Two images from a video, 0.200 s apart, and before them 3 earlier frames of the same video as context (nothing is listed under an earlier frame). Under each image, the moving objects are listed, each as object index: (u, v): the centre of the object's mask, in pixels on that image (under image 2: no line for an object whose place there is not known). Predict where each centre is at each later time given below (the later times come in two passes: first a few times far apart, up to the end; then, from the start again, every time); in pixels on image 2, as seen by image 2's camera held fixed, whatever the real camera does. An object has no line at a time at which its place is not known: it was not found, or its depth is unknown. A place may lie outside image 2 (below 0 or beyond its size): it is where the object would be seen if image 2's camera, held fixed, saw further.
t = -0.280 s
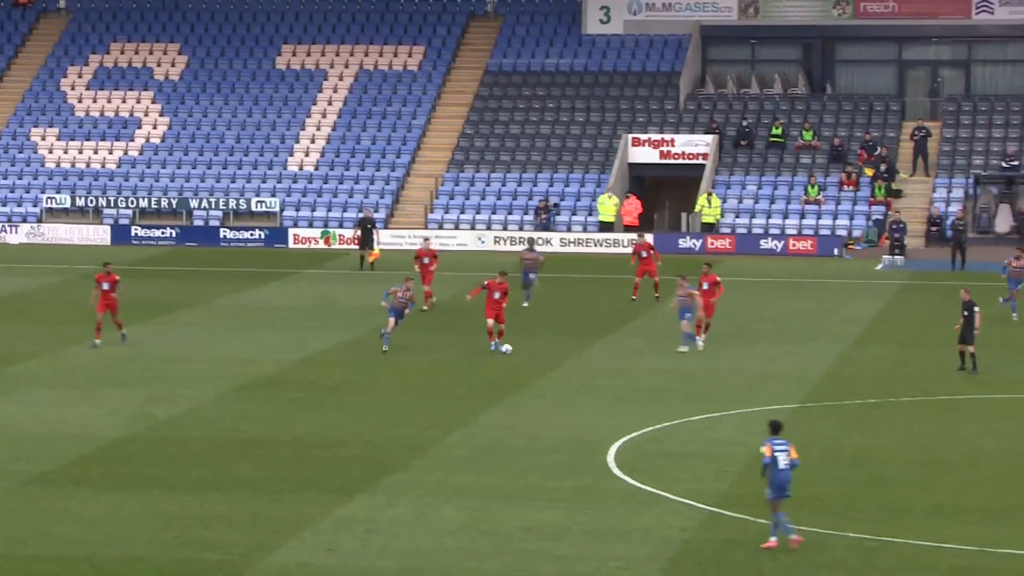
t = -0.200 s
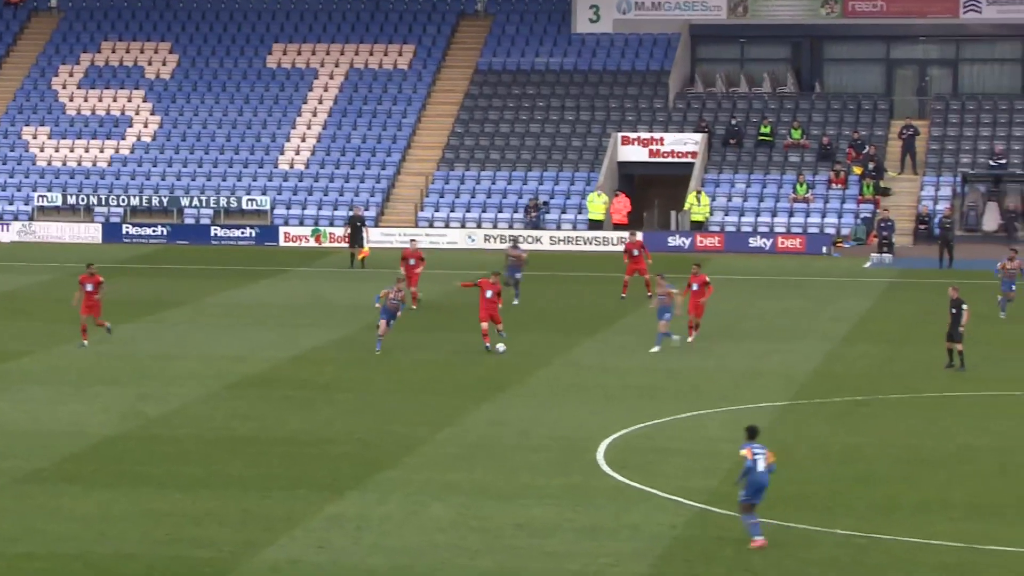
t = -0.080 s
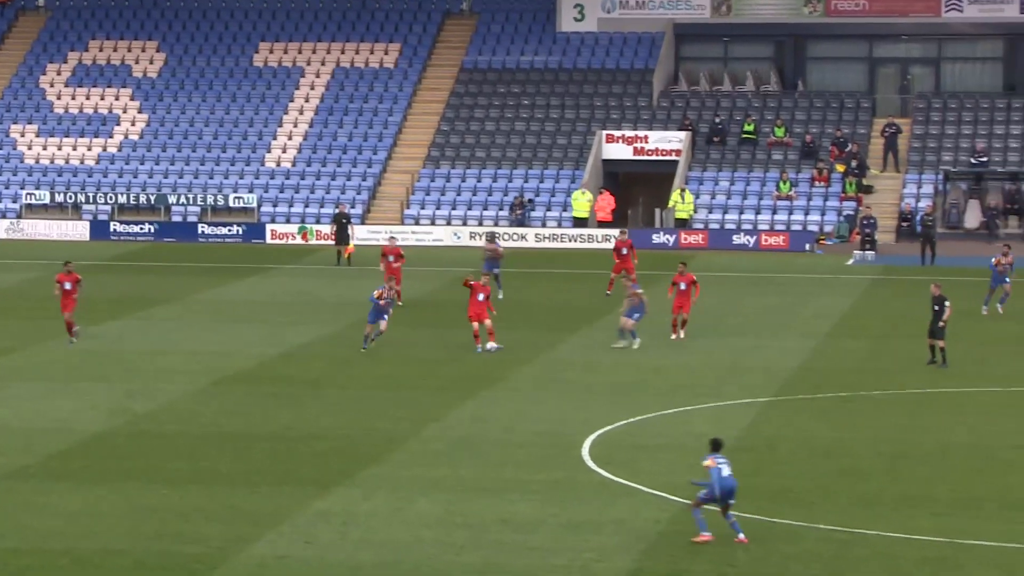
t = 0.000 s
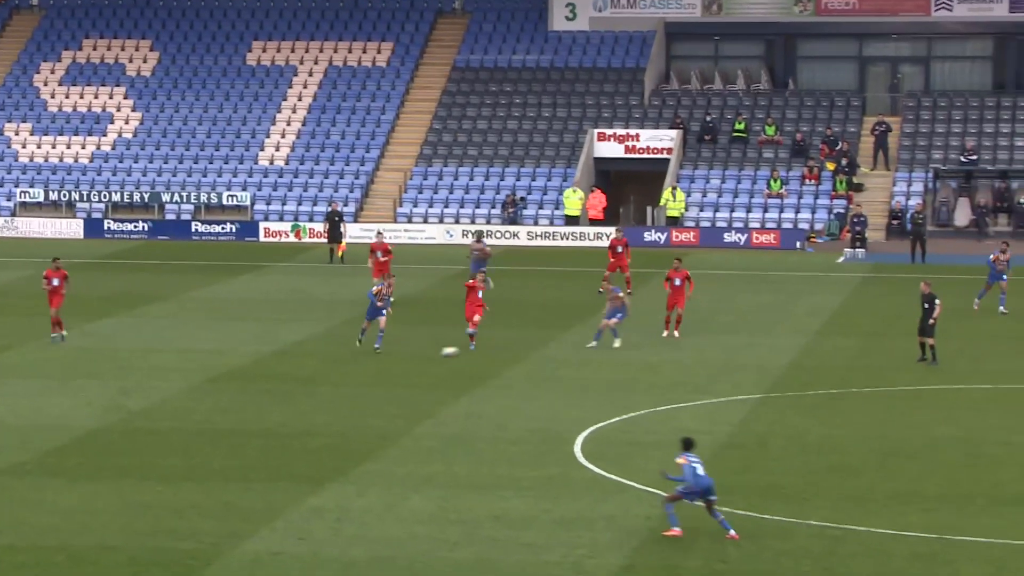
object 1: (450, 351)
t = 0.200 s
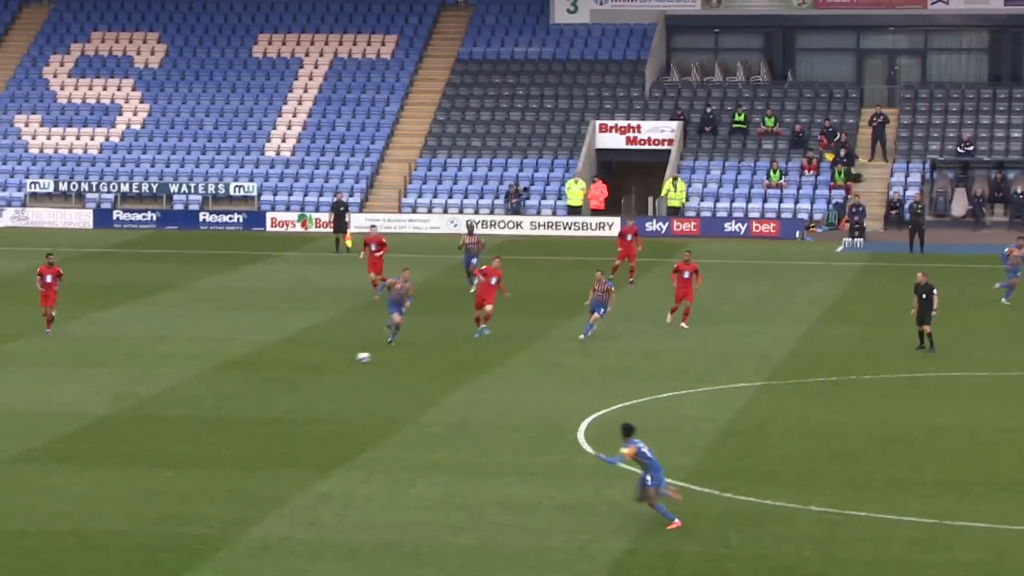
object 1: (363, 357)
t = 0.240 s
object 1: (345, 361)
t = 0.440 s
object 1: (258, 379)
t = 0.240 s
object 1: (345, 361)
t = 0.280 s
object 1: (328, 365)
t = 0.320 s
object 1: (310, 368)
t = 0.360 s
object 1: (293, 372)
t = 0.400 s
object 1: (276, 375)
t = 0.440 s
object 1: (258, 379)
